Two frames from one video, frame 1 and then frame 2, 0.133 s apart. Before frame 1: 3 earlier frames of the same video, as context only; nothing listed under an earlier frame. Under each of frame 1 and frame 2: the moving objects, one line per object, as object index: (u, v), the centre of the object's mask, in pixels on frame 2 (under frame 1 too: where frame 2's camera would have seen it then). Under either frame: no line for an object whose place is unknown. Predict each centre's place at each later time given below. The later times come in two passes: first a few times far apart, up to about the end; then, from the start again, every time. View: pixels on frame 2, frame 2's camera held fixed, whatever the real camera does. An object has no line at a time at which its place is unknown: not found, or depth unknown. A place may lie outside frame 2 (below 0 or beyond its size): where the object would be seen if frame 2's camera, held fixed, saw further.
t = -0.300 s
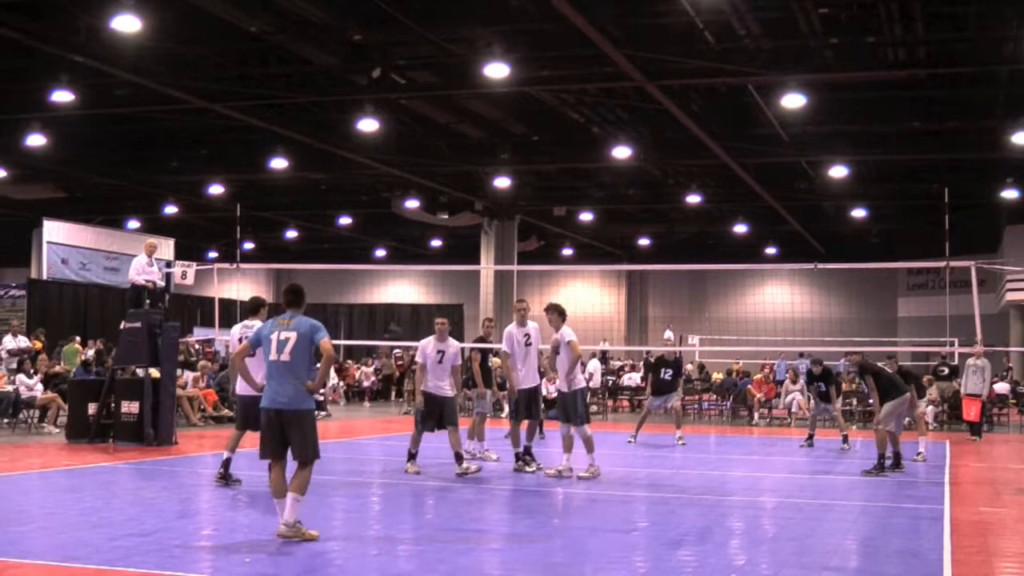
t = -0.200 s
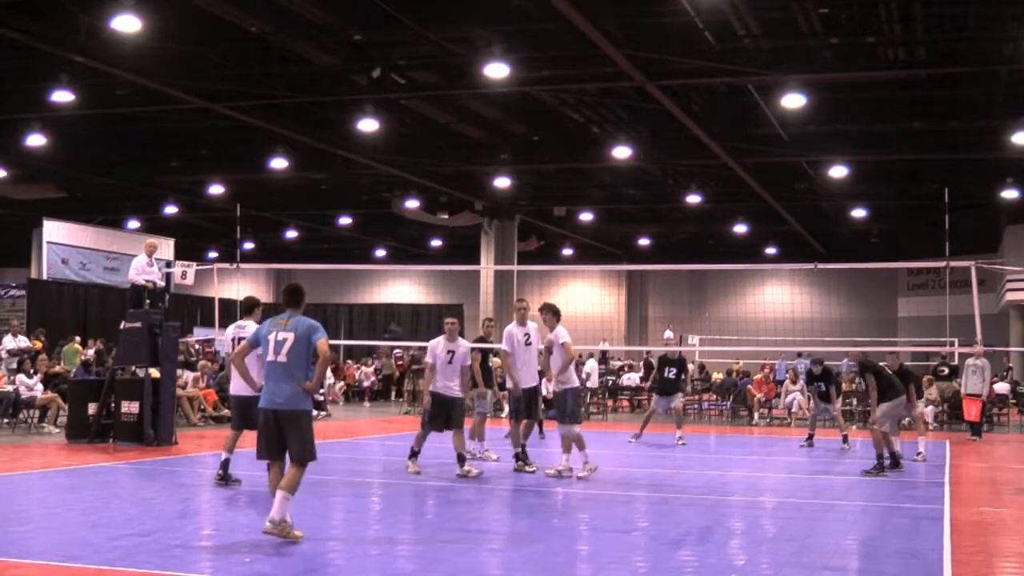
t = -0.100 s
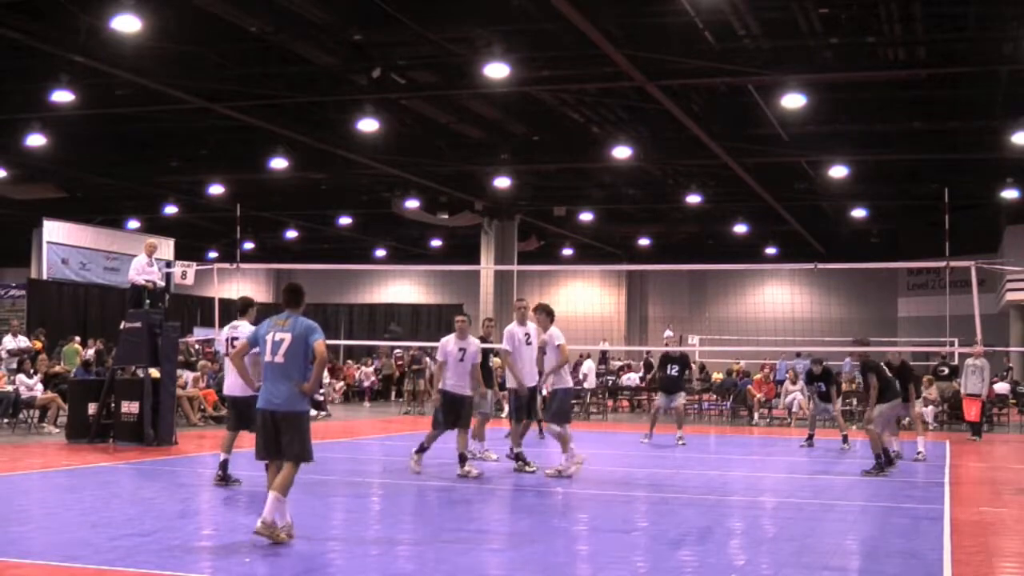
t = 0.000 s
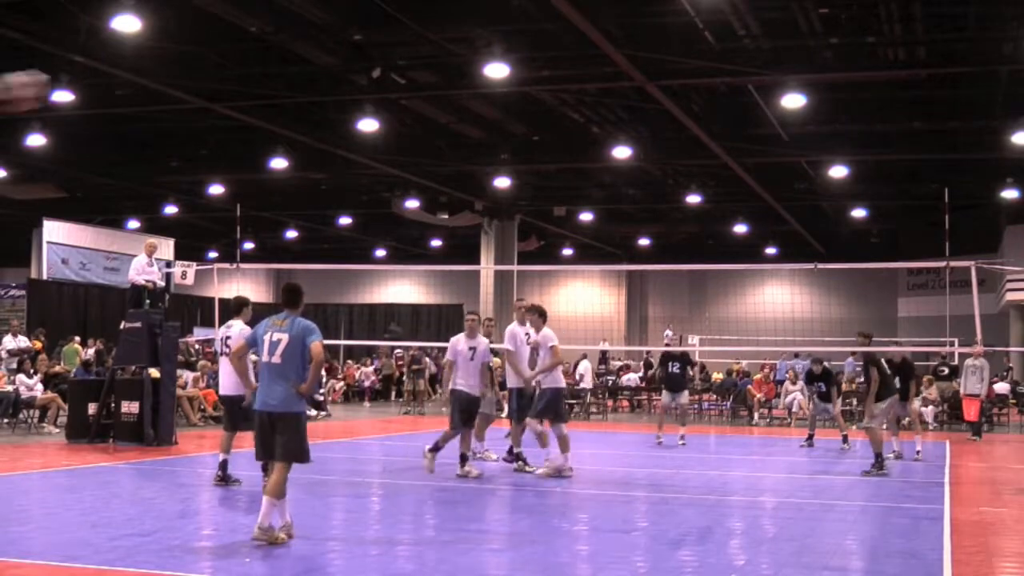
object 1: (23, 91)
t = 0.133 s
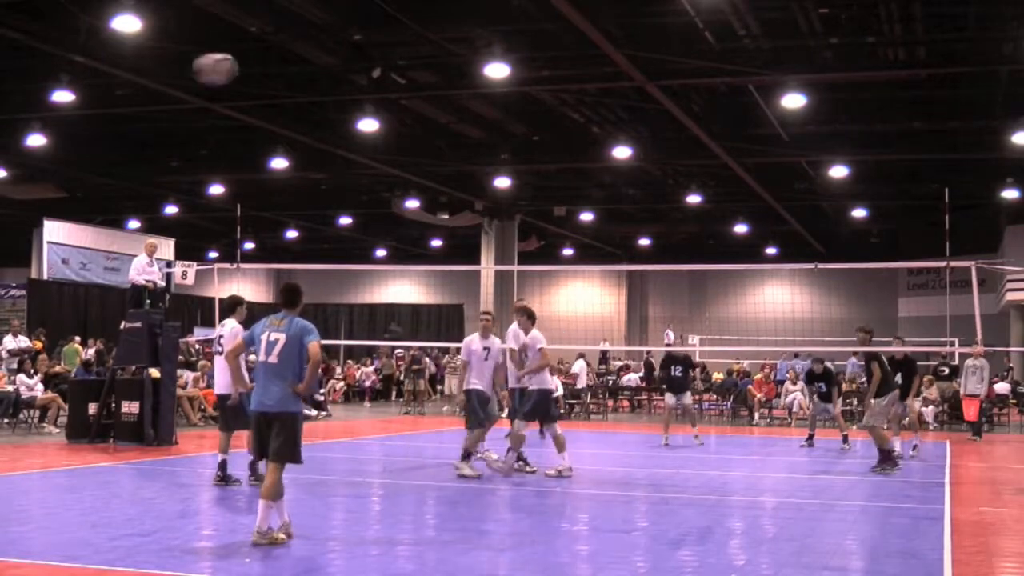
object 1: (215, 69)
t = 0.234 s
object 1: (311, 72)
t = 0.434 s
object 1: (438, 108)
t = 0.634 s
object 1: (517, 167)
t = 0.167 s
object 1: (251, 68)
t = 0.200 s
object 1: (283, 69)
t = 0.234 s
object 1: (311, 72)
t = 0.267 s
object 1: (337, 75)
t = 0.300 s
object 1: (362, 80)
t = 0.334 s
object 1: (384, 85)
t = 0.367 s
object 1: (402, 92)
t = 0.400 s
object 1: (421, 100)
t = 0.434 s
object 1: (438, 108)
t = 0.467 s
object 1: (453, 117)
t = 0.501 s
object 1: (467, 127)
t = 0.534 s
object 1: (480, 137)
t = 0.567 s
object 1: (493, 146)
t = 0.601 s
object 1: (504, 156)
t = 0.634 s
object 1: (517, 167)
